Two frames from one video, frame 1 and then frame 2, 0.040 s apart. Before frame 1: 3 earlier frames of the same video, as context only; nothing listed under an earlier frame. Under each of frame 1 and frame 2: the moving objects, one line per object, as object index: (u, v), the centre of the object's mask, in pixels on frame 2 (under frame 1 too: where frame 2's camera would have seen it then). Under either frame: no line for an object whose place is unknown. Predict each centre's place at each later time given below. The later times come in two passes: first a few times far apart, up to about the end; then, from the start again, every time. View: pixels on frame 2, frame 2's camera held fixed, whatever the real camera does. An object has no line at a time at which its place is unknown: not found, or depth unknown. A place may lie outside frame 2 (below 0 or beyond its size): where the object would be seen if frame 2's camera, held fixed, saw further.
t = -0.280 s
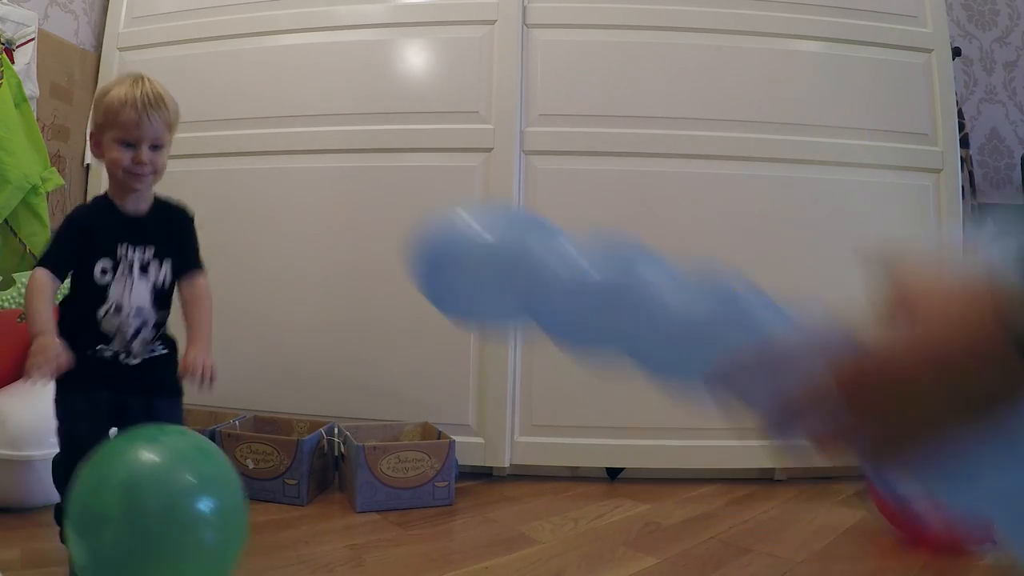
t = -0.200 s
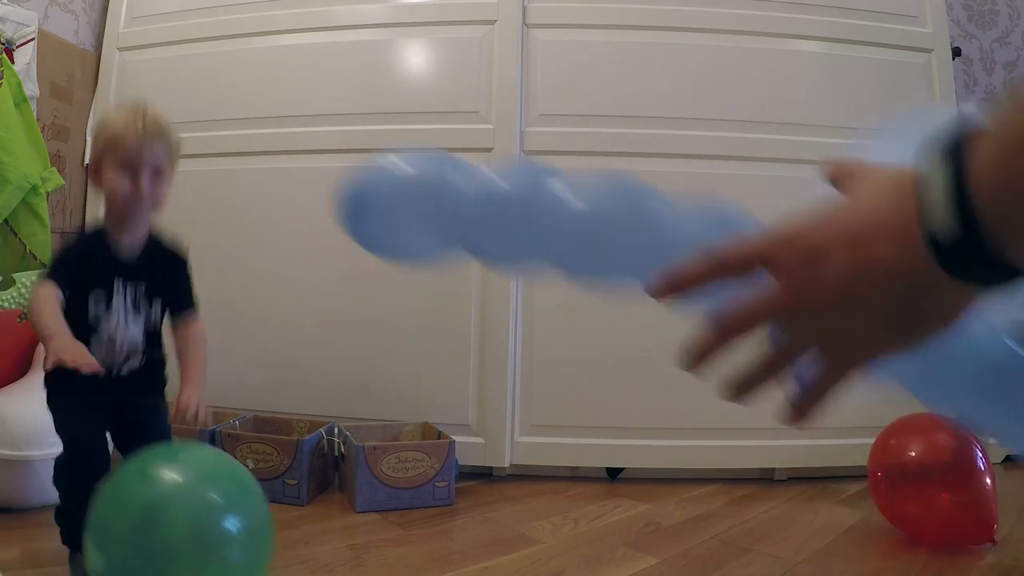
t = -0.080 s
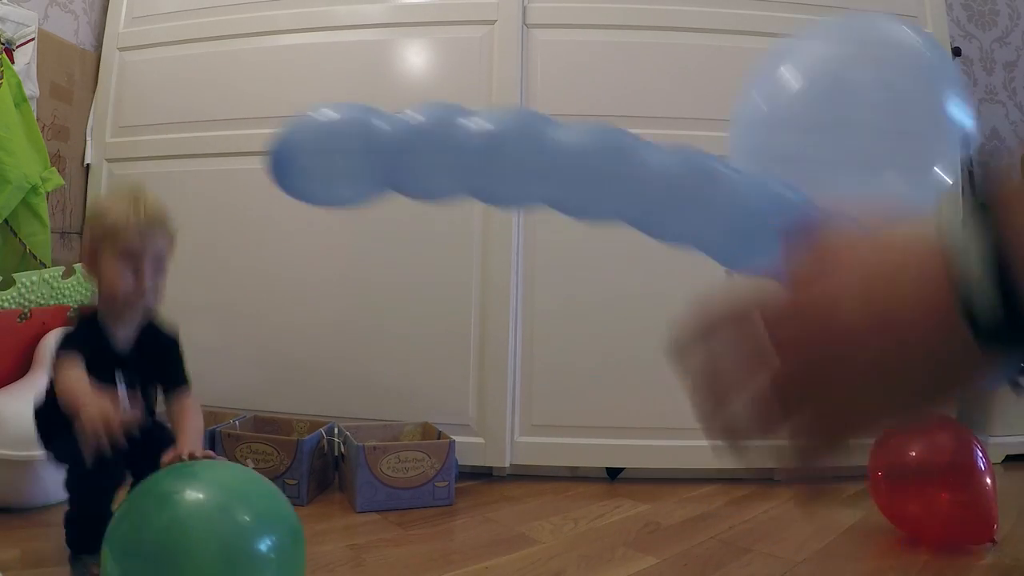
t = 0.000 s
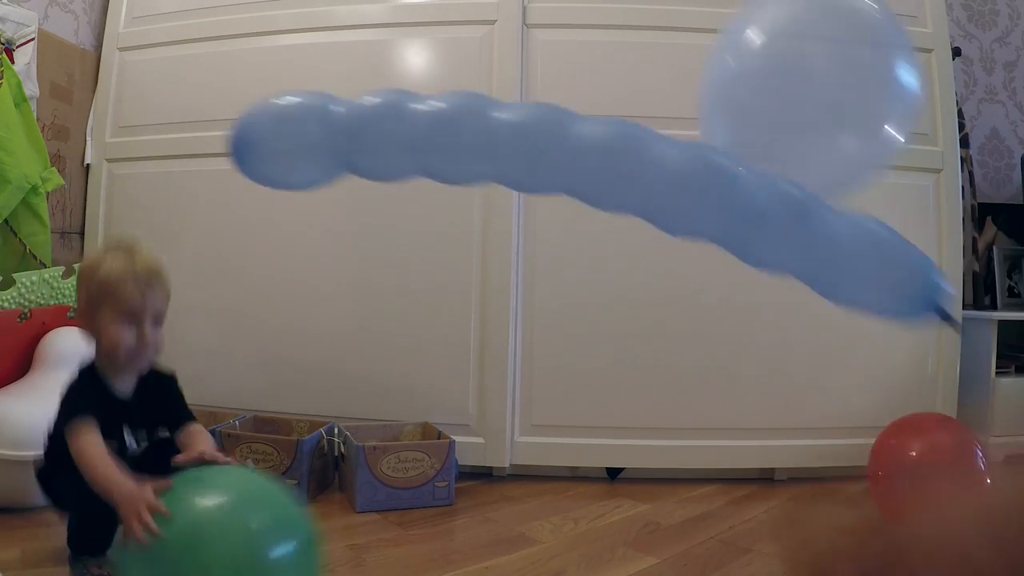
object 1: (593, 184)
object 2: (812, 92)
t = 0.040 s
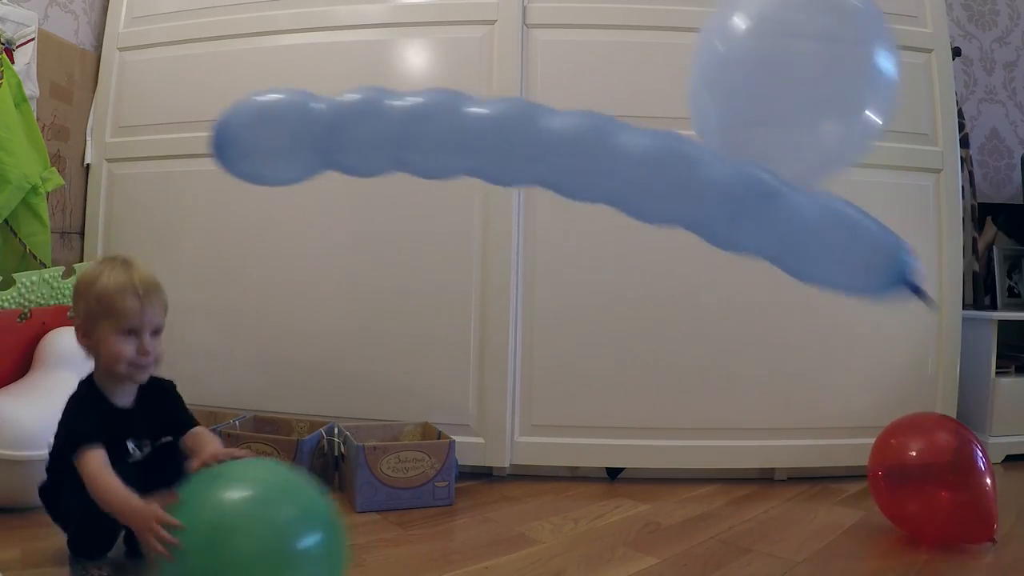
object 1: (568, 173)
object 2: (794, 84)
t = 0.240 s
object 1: (452, 166)
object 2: (745, 69)
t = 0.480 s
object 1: (341, 236)
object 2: (725, 66)
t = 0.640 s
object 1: (281, 303)
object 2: (715, 74)
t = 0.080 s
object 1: (543, 166)
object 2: (779, 78)
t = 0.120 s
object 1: (519, 162)
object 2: (767, 74)
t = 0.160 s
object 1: (495, 161)
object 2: (758, 72)
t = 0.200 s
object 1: (472, 163)
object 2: (751, 71)
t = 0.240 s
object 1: (452, 166)
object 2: (745, 69)
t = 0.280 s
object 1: (431, 173)
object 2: (741, 68)
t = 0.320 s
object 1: (412, 182)
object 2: (738, 67)
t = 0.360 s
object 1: (394, 193)
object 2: (734, 66)
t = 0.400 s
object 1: (375, 205)
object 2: (731, 65)
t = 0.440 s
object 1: (357, 220)
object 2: (728, 66)
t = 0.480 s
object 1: (341, 236)
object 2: (725, 66)
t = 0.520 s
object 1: (323, 251)
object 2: (722, 68)
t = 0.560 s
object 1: (307, 268)
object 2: (720, 69)
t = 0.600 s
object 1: (293, 286)
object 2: (717, 71)
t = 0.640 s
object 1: (281, 303)
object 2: (715, 74)
